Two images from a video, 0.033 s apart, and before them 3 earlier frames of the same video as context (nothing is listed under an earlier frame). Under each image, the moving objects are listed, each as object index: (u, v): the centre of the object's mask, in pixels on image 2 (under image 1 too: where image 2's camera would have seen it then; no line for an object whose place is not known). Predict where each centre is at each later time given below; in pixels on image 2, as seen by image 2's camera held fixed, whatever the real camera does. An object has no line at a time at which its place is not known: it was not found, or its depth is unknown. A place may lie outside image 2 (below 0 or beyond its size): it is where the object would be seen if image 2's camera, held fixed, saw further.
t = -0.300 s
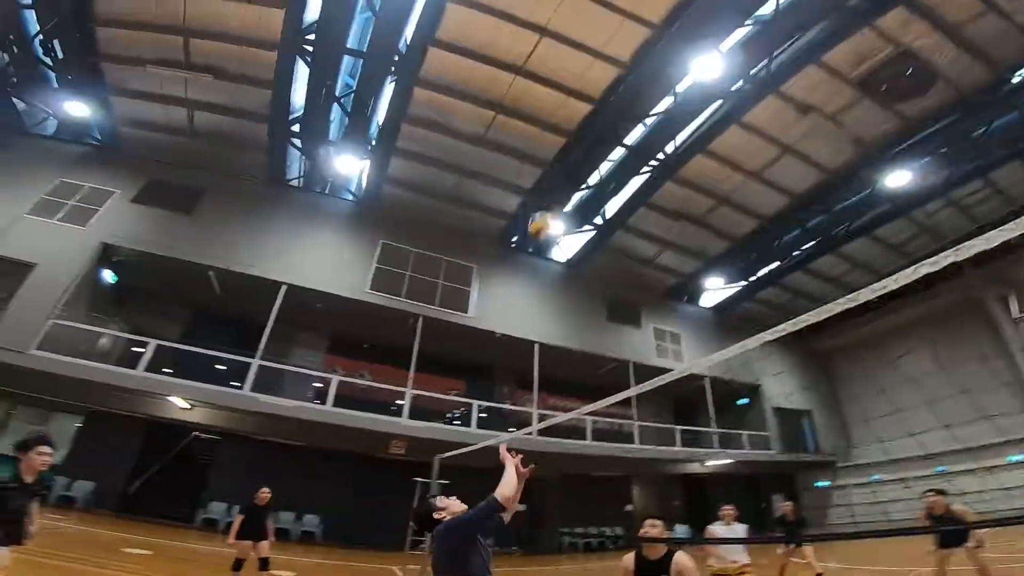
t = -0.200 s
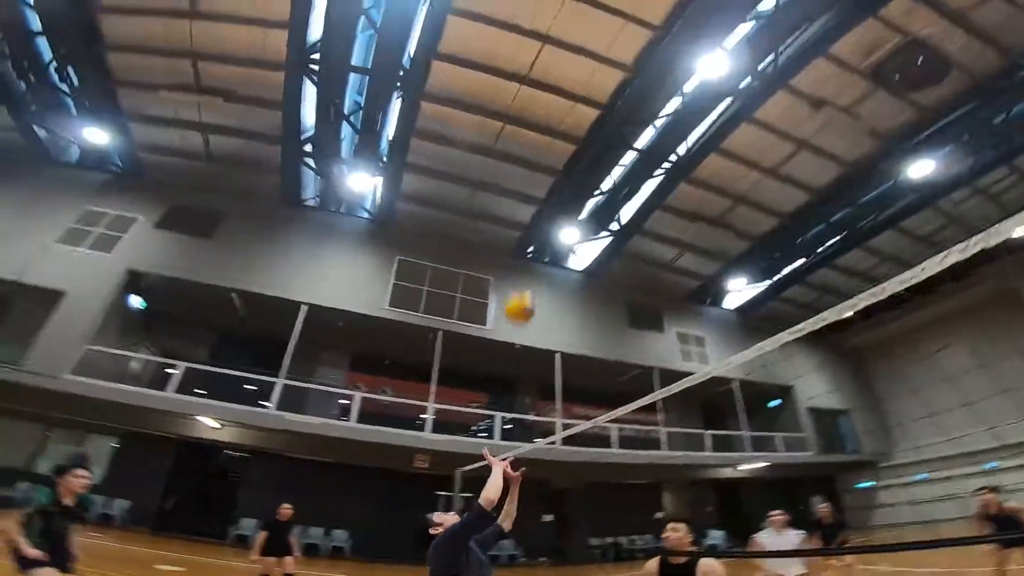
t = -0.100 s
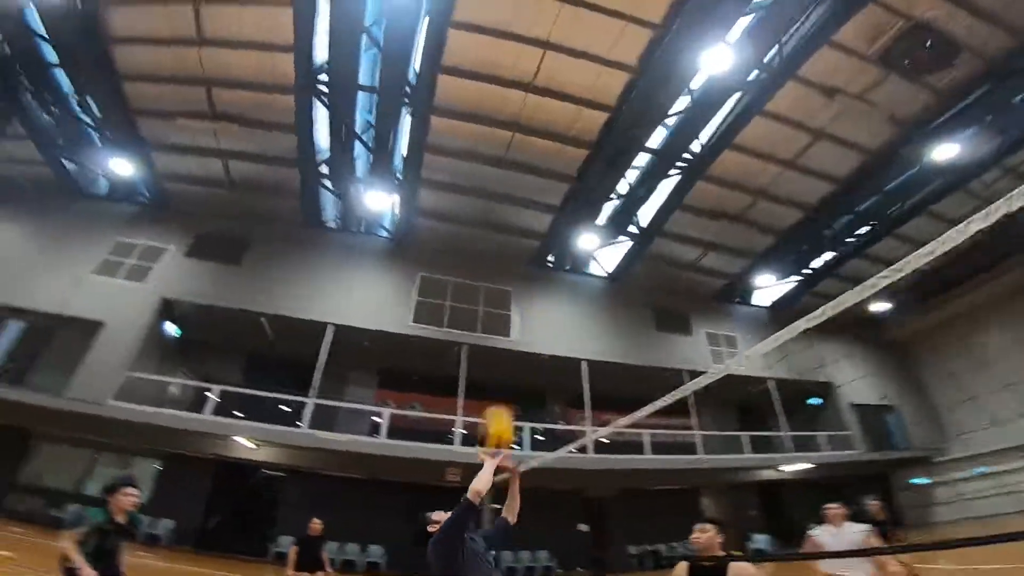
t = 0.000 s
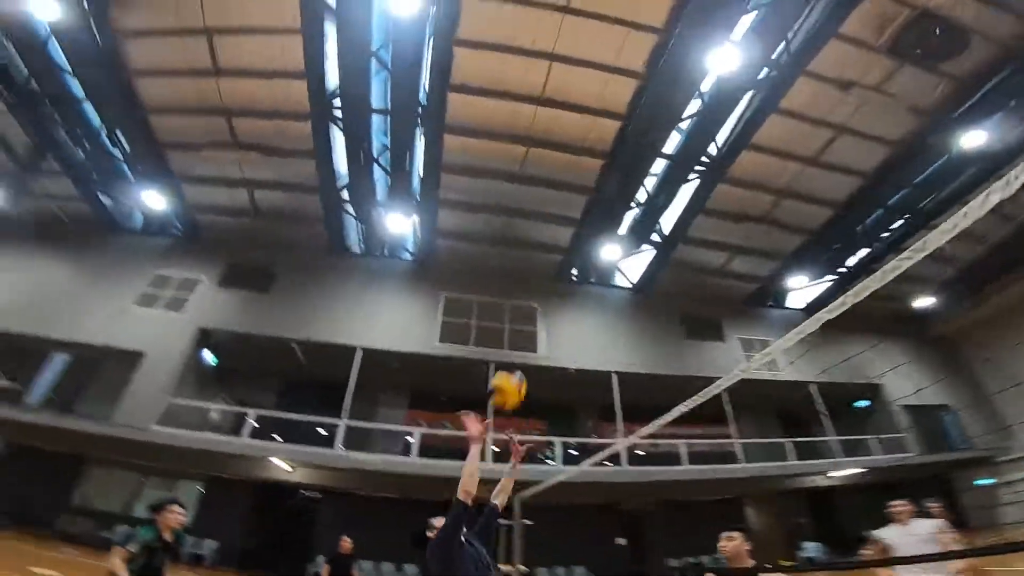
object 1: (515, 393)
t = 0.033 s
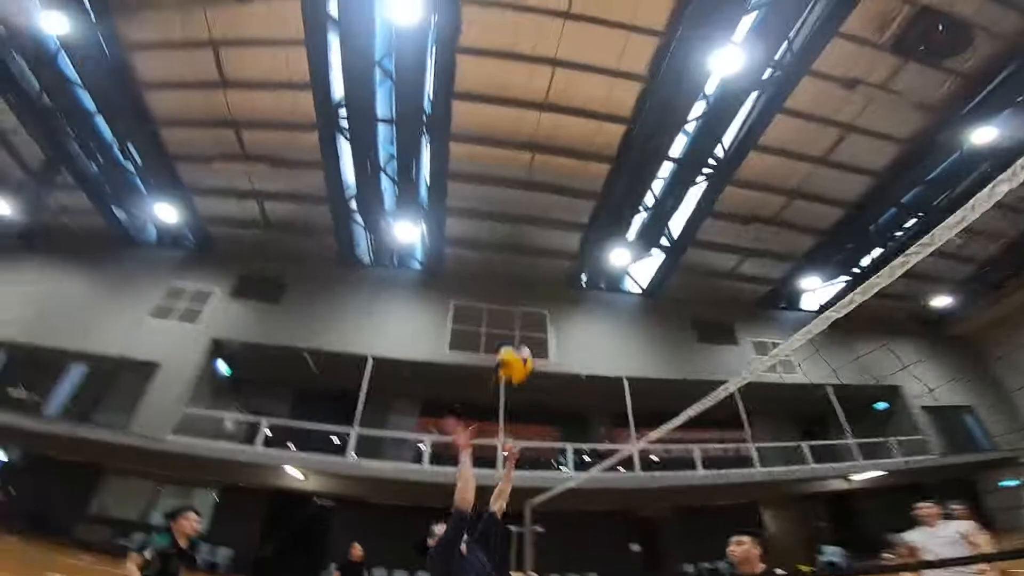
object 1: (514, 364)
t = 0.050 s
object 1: (512, 349)
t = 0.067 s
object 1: (510, 334)
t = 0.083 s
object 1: (509, 321)
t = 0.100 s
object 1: (508, 308)
